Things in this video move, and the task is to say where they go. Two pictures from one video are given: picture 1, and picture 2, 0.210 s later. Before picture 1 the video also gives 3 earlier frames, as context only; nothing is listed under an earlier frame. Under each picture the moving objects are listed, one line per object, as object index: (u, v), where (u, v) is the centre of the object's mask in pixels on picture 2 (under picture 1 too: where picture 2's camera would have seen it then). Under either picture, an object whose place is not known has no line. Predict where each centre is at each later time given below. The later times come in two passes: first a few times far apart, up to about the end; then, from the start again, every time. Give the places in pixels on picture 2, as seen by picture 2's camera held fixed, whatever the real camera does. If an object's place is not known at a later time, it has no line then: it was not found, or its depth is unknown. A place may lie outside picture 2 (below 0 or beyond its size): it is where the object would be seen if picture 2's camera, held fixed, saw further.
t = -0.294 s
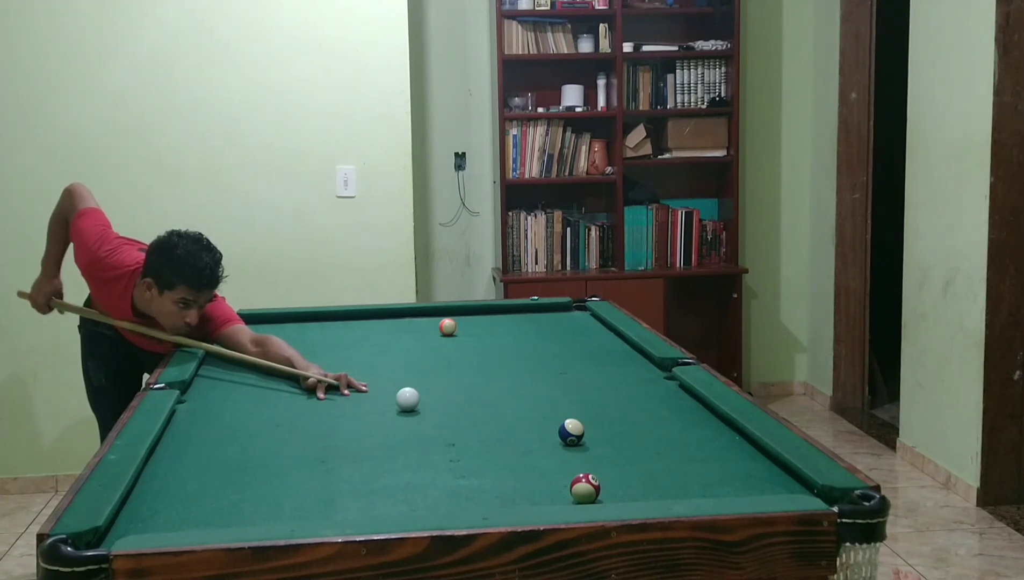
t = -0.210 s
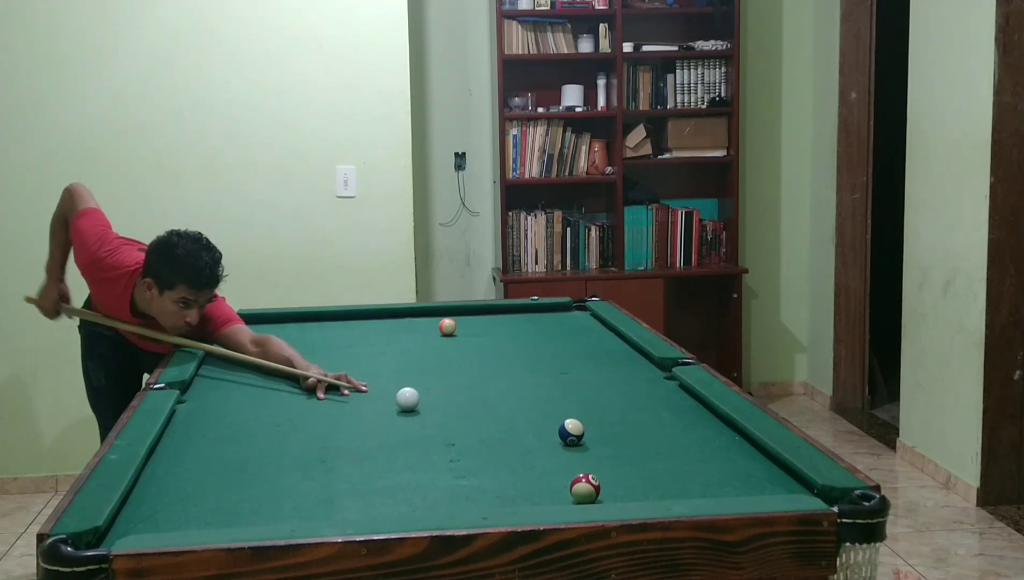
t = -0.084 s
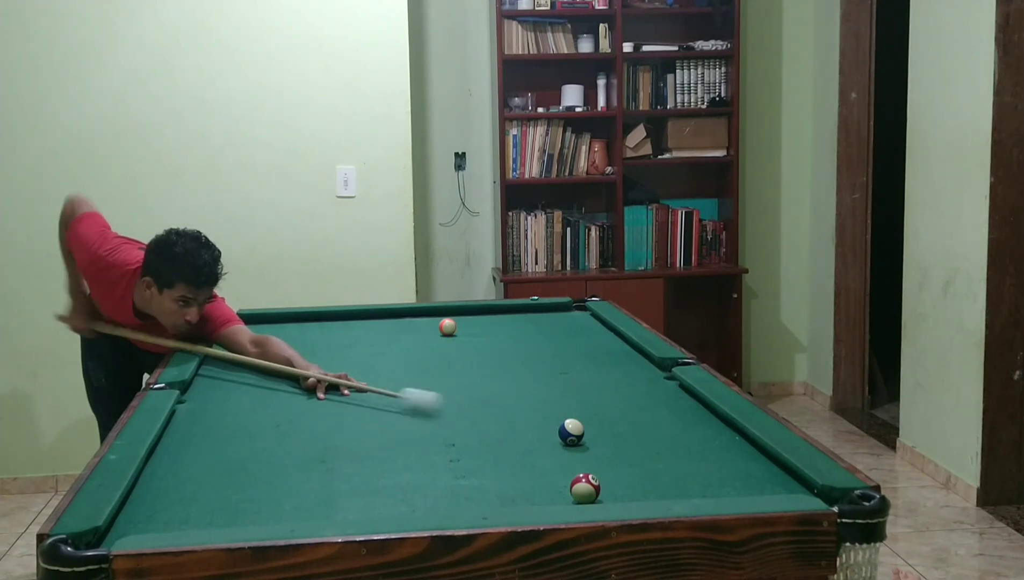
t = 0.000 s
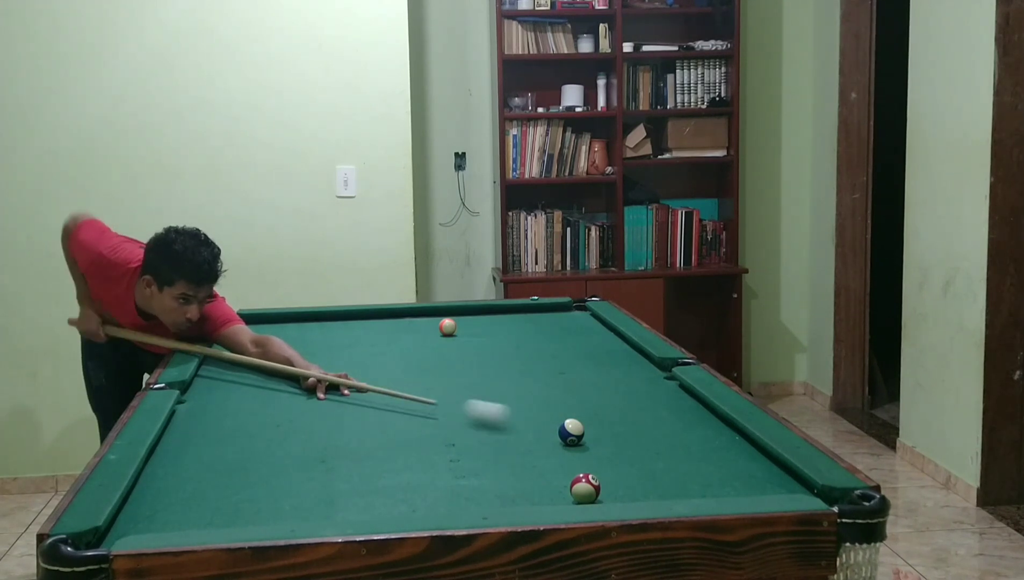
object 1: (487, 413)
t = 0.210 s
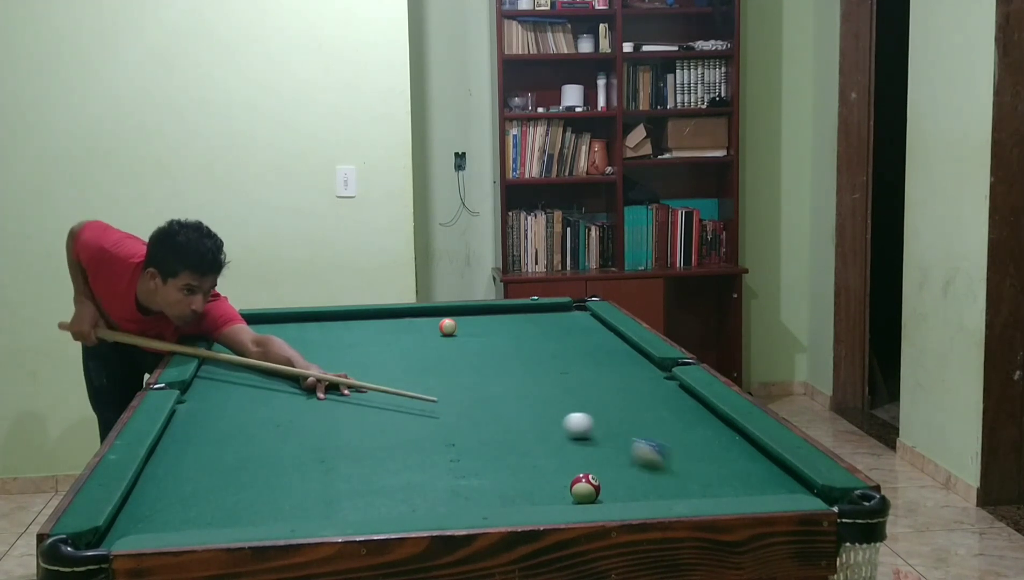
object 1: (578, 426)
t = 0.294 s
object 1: (603, 427)
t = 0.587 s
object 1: (692, 434)
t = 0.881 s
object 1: (726, 446)
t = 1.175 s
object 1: (697, 462)
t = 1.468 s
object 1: (669, 479)
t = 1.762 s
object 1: (641, 492)
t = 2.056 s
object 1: (611, 495)
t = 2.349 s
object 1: (587, 493)
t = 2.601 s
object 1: (577, 493)
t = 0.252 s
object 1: (590, 426)
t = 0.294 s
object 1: (603, 427)
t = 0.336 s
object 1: (615, 428)
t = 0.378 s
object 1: (628, 428)
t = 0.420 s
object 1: (641, 429)
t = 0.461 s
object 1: (653, 431)
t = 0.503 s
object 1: (667, 432)
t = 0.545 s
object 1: (679, 433)
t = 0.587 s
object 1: (692, 434)
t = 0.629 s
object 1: (705, 435)
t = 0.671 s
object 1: (718, 435)
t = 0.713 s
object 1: (731, 437)
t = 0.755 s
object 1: (737, 438)
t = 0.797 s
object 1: (734, 441)
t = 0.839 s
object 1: (729, 444)
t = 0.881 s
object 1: (726, 446)
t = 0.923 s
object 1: (721, 448)
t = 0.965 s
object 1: (717, 450)
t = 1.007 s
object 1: (713, 453)
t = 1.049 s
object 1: (709, 455)
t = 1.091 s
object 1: (706, 458)
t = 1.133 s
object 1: (702, 460)
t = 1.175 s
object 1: (697, 462)
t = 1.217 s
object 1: (693, 465)
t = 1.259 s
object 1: (689, 467)
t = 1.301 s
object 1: (685, 470)
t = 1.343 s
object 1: (681, 472)
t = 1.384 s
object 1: (677, 474)
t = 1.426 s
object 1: (674, 478)
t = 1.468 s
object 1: (669, 479)
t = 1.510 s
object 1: (666, 482)
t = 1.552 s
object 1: (662, 484)
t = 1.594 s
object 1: (657, 486)
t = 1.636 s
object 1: (654, 487)
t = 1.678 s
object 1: (650, 489)
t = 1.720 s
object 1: (646, 490)
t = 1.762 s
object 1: (641, 492)
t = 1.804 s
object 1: (638, 494)
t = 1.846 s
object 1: (634, 495)
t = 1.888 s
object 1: (630, 496)
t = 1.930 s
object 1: (626, 497)
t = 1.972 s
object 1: (621, 497)
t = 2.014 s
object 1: (616, 496)
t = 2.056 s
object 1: (611, 495)
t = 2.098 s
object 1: (607, 495)
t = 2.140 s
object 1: (603, 494)
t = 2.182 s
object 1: (599, 494)
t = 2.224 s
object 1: (595, 493)
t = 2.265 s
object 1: (592, 493)
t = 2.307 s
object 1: (589, 493)
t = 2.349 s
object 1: (587, 493)
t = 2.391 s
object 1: (585, 493)
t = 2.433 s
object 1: (583, 493)
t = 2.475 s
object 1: (581, 493)
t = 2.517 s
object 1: (580, 493)
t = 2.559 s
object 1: (578, 493)
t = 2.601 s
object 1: (577, 493)
